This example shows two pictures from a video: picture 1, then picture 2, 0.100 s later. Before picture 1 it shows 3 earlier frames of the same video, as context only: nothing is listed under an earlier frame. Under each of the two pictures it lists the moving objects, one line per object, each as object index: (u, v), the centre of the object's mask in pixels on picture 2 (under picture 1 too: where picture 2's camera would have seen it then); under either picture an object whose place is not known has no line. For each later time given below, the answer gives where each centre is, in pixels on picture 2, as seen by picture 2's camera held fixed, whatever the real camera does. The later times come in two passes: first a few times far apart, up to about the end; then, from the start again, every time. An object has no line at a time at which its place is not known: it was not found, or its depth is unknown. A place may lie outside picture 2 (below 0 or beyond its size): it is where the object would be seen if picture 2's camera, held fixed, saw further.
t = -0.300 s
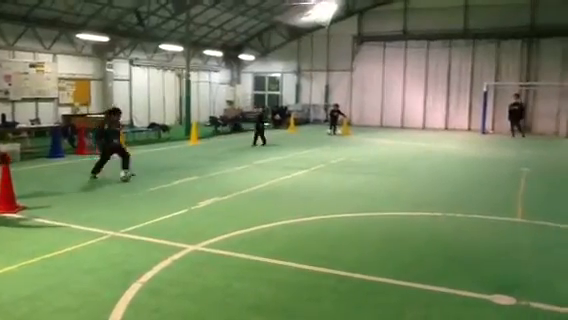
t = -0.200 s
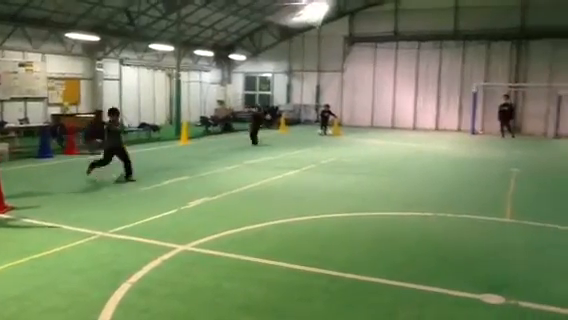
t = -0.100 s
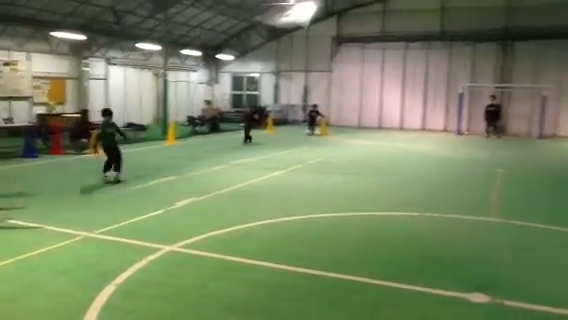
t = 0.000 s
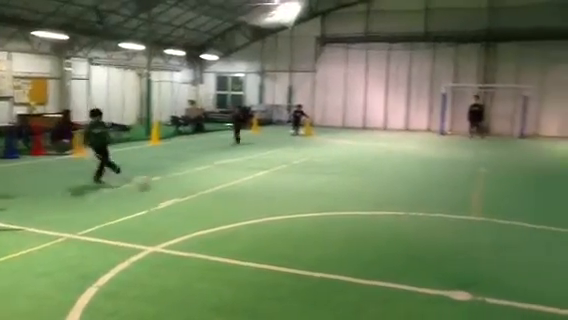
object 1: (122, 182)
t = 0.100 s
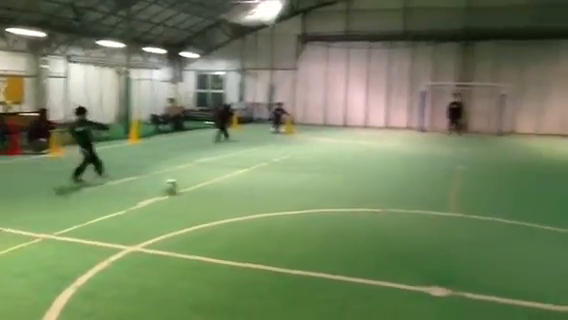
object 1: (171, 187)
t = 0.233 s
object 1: (234, 192)
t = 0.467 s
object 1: (331, 200)
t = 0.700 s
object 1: (418, 208)
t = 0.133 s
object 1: (188, 189)
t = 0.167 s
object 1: (203, 191)
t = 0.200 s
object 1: (219, 192)
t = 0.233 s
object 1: (234, 192)
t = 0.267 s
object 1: (247, 194)
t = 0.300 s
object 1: (261, 194)
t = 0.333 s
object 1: (276, 196)
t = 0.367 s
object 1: (290, 197)
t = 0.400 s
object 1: (305, 198)
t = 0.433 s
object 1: (318, 200)
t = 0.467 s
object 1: (331, 200)
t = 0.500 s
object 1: (343, 201)
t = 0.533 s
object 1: (356, 202)
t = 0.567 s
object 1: (369, 204)
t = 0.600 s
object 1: (381, 205)
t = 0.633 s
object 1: (393, 206)
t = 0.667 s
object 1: (405, 207)
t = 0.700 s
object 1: (418, 208)
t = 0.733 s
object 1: (426, 209)
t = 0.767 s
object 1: (435, 210)
